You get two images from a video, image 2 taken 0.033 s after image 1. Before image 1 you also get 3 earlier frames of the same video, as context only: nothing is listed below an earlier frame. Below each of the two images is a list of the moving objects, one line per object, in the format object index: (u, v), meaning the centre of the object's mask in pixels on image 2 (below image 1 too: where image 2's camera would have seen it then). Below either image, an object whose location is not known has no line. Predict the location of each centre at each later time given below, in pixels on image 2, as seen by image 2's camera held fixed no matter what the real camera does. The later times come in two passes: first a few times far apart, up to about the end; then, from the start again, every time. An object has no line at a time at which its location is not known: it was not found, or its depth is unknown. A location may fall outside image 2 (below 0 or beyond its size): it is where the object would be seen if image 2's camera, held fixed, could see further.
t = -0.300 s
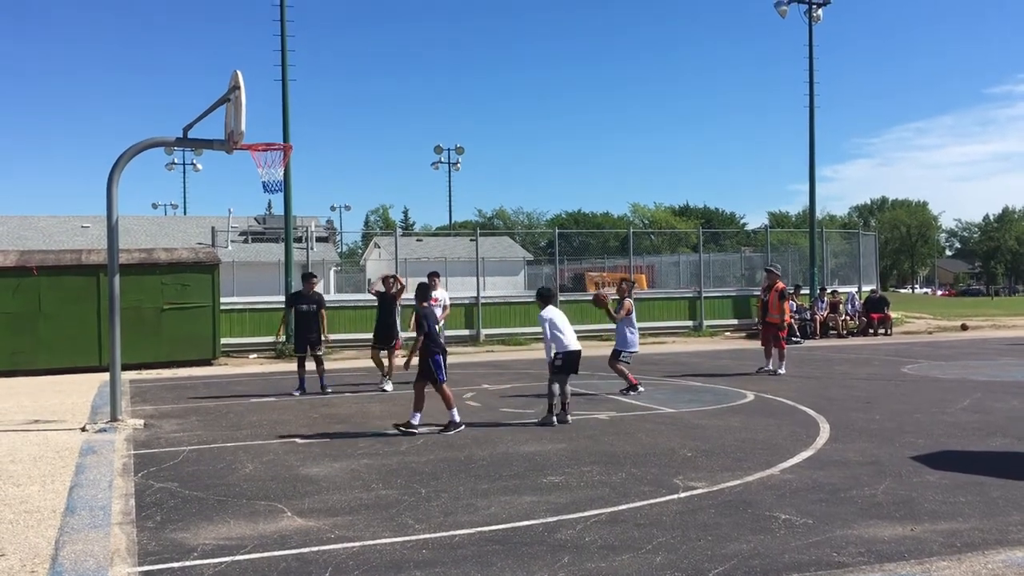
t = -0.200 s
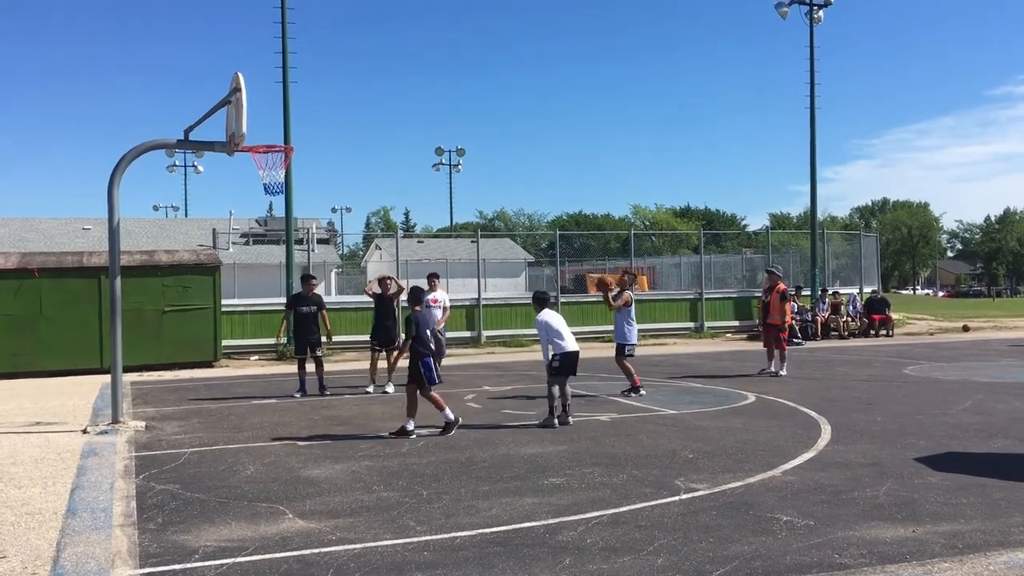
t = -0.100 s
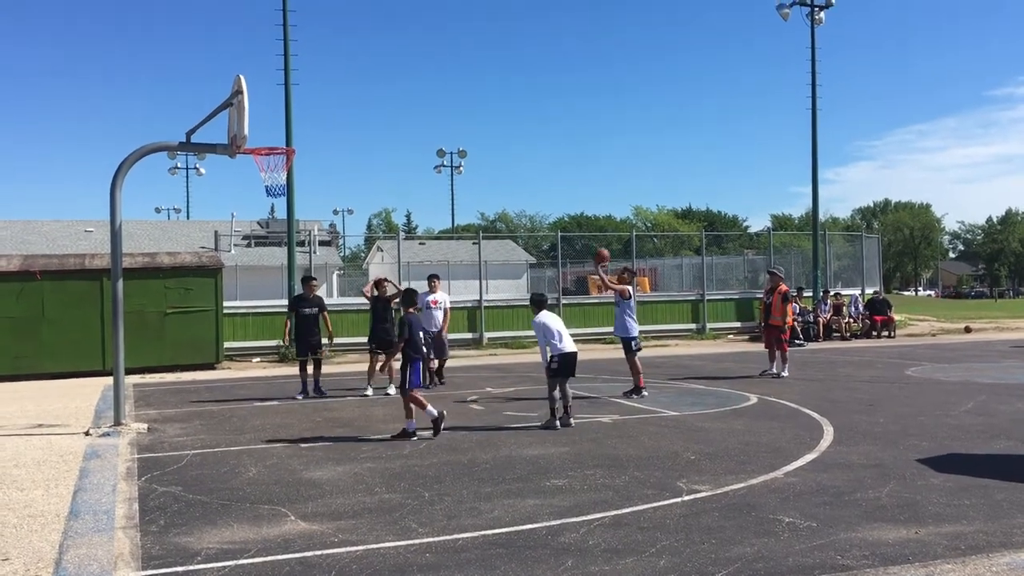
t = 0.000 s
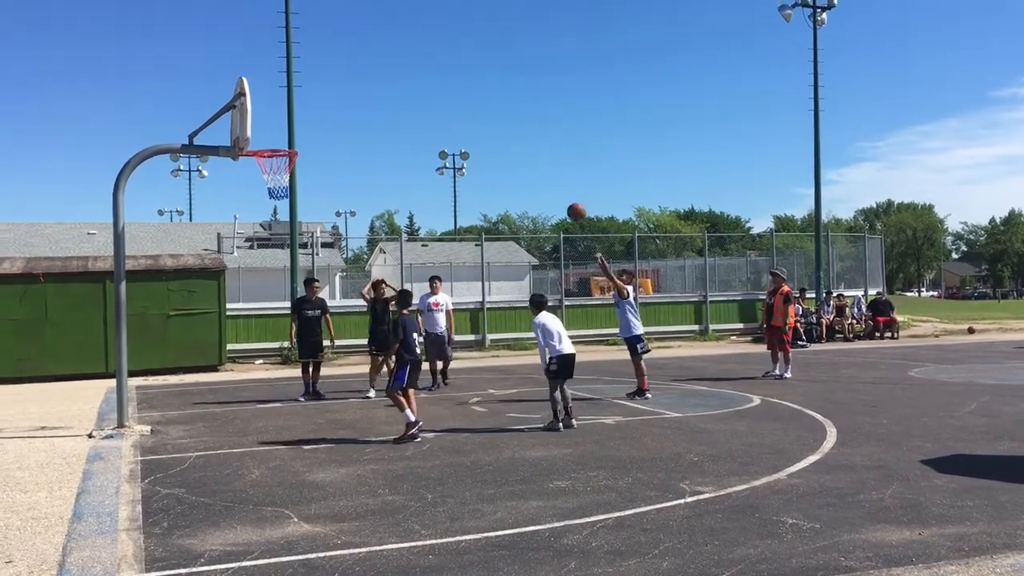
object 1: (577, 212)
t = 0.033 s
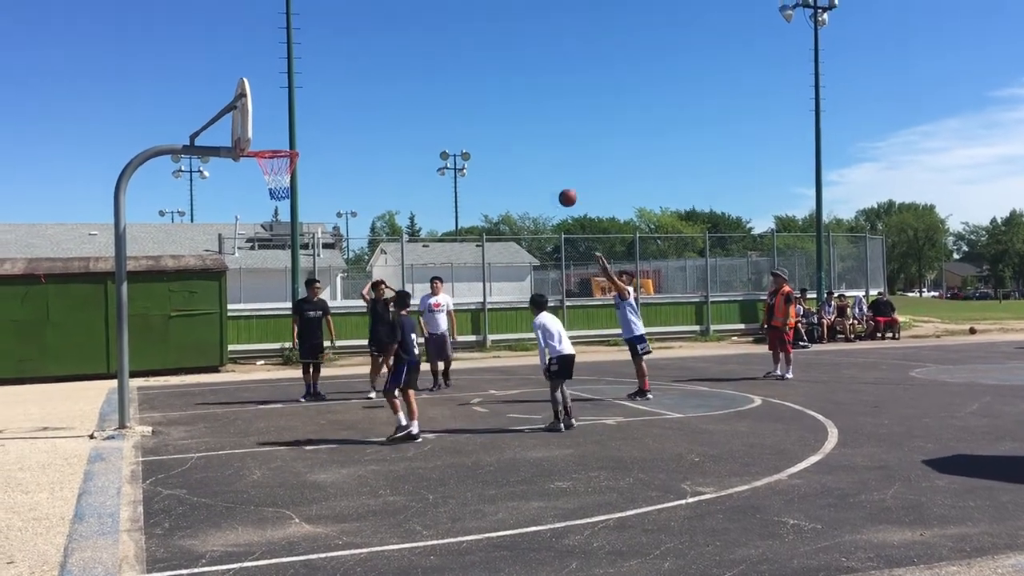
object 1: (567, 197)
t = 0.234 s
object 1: (510, 129)
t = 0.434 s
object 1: (453, 88)
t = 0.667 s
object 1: (386, 80)
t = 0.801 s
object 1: (348, 95)
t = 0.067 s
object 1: (558, 184)
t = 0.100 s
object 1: (548, 172)
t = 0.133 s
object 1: (539, 160)
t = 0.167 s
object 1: (529, 148)
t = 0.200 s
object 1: (520, 138)
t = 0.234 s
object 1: (510, 129)
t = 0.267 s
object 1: (501, 120)
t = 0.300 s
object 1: (491, 112)
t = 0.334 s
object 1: (482, 105)
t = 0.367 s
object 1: (472, 99)
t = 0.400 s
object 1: (463, 93)
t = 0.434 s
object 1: (453, 88)
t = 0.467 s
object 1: (444, 85)
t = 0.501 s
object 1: (434, 82)
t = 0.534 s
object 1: (425, 80)
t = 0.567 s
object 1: (415, 79)
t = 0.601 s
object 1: (406, 78)
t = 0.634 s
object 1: (396, 79)
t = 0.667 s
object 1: (386, 80)
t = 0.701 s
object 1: (377, 83)
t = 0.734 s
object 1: (367, 86)
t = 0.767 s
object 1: (358, 90)
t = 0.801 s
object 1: (348, 95)
